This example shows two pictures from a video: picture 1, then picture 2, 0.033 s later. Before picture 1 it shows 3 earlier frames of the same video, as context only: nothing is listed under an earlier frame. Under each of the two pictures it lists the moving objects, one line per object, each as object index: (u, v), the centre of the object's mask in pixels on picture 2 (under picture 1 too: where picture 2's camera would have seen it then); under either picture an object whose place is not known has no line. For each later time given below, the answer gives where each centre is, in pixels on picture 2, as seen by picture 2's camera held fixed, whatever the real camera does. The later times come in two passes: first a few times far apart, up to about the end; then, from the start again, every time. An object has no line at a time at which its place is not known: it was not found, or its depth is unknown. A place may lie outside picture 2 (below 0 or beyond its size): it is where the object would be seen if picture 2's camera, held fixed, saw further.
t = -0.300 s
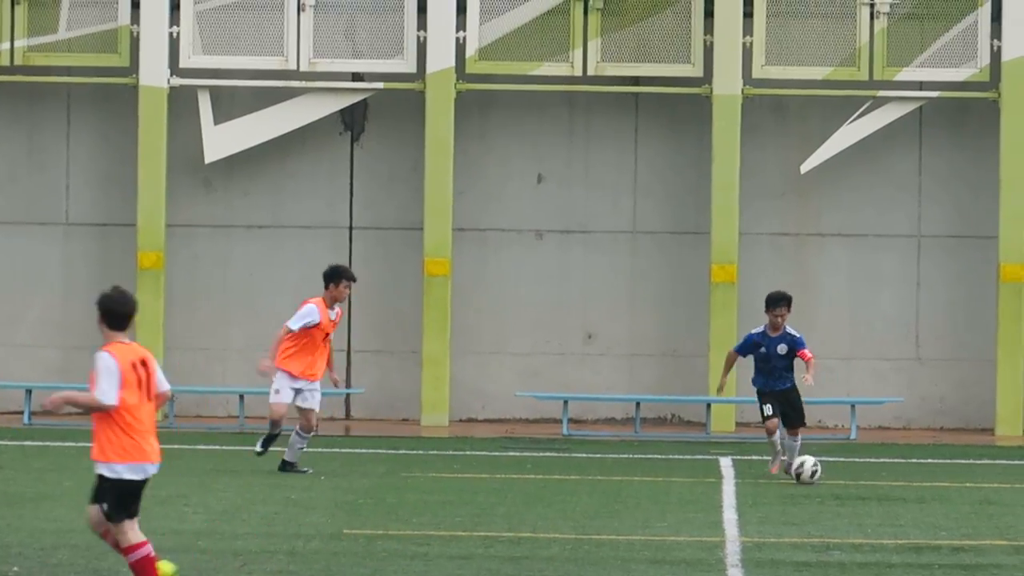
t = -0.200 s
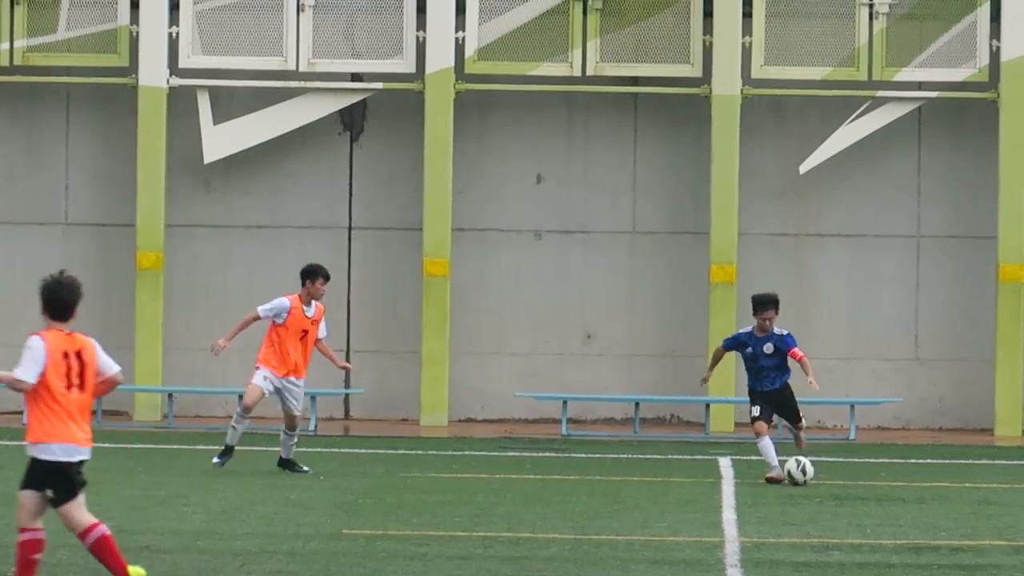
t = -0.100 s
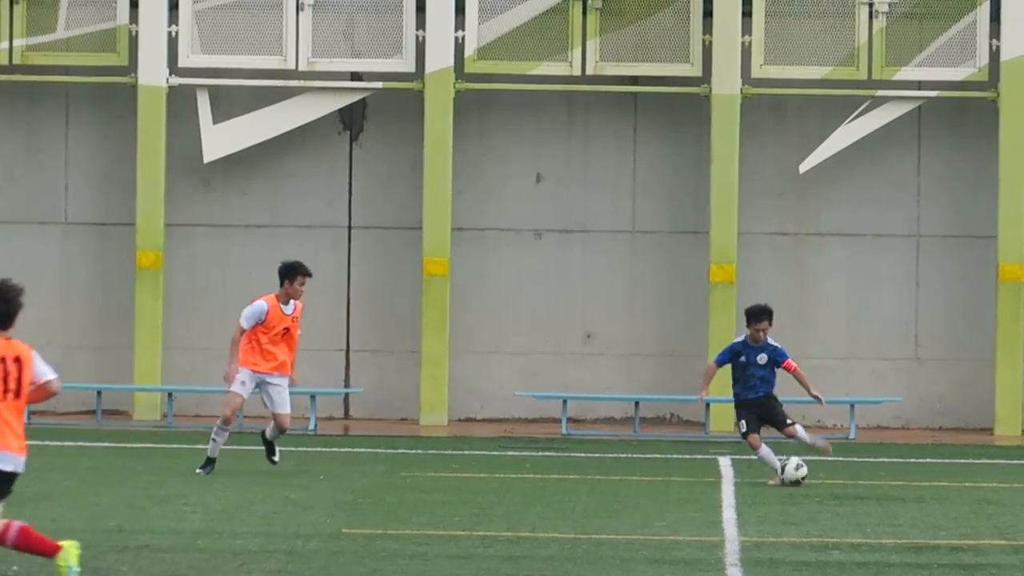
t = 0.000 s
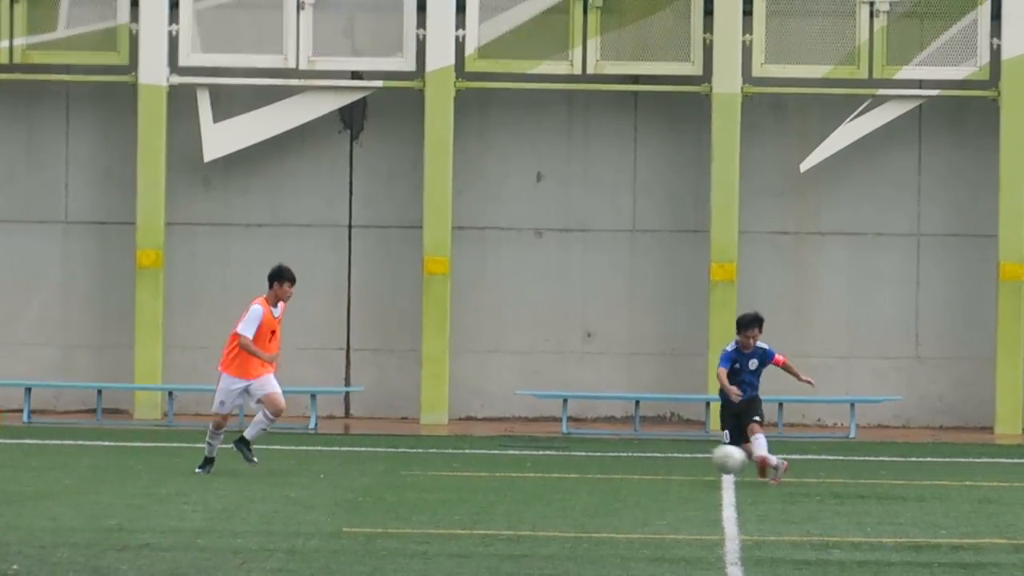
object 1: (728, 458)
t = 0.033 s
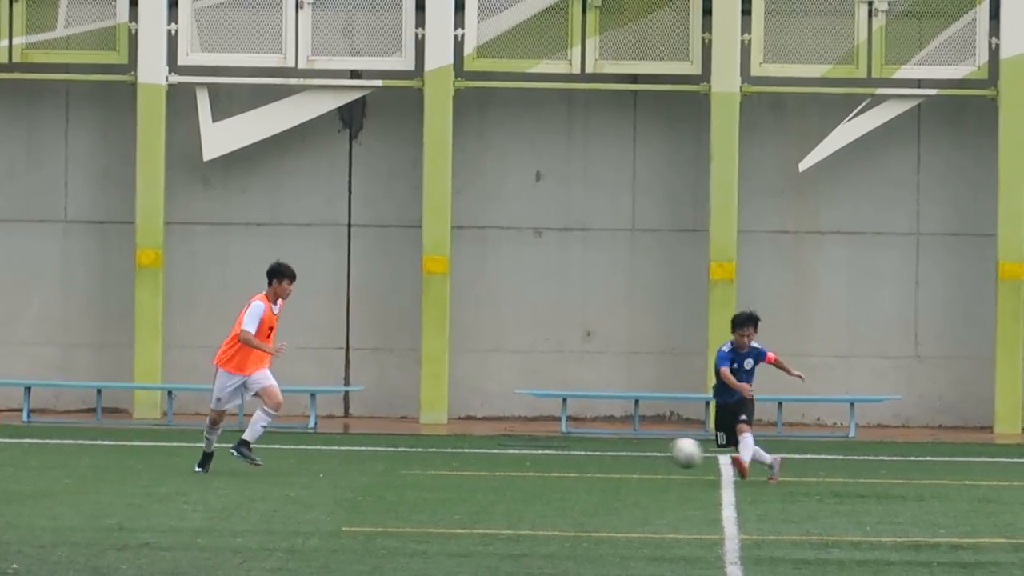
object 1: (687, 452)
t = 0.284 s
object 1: (345, 454)
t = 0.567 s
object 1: (-96, 476)
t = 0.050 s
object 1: (665, 449)
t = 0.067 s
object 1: (644, 448)
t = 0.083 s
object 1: (622, 446)
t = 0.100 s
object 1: (600, 444)
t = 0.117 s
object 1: (578, 443)
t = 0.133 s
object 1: (555, 443)
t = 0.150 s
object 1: (533, 442)
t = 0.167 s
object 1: (511, 442)
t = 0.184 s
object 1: (487, 443)
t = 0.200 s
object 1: (464, 444)
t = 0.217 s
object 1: (441, 445)
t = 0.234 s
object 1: (417, 447)
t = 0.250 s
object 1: (393, 448)
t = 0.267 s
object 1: (369, 450)
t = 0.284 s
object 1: (345, 454)
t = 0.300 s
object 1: (320, 457)
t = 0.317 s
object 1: (295, 459)
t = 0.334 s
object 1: (271, 462)
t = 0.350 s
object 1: (245, 467)
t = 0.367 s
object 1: (219, 471)
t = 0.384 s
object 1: (194, 475)
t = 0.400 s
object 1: (167, 480)
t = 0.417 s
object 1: (140, 486)
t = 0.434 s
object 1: (113, 492)
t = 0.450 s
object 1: (88, 493)
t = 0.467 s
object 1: (64, 489)
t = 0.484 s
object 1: (39, 486)
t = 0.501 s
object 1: (14, 482)
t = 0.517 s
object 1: (-13, 479)
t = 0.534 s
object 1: (-40, 477)
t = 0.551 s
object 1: (-68, 476)
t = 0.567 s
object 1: (-96, 476)
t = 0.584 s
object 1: (-125, 475)
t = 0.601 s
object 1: (-155, 475)
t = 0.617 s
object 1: (-186, 477)
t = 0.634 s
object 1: (-217, 477)
